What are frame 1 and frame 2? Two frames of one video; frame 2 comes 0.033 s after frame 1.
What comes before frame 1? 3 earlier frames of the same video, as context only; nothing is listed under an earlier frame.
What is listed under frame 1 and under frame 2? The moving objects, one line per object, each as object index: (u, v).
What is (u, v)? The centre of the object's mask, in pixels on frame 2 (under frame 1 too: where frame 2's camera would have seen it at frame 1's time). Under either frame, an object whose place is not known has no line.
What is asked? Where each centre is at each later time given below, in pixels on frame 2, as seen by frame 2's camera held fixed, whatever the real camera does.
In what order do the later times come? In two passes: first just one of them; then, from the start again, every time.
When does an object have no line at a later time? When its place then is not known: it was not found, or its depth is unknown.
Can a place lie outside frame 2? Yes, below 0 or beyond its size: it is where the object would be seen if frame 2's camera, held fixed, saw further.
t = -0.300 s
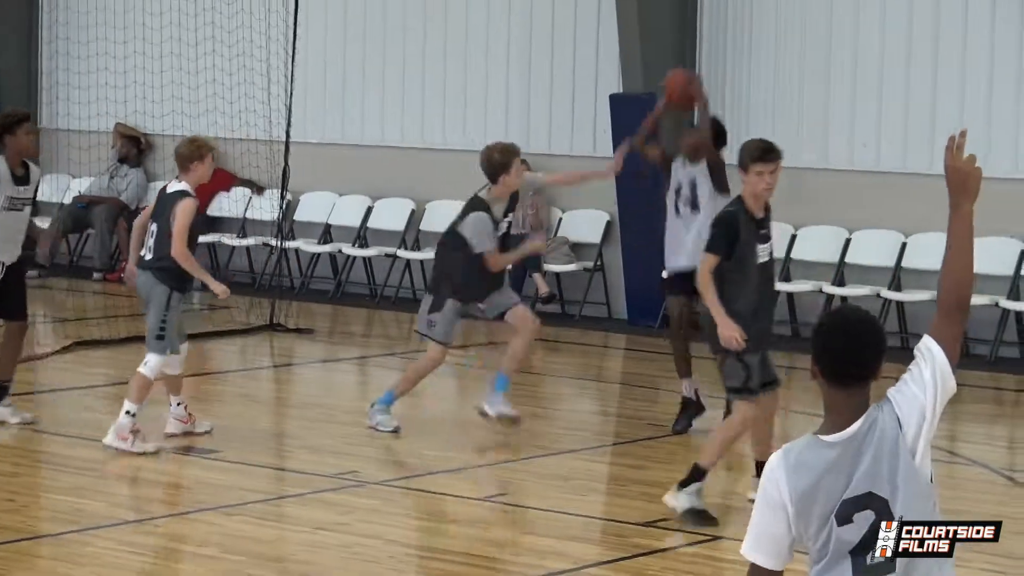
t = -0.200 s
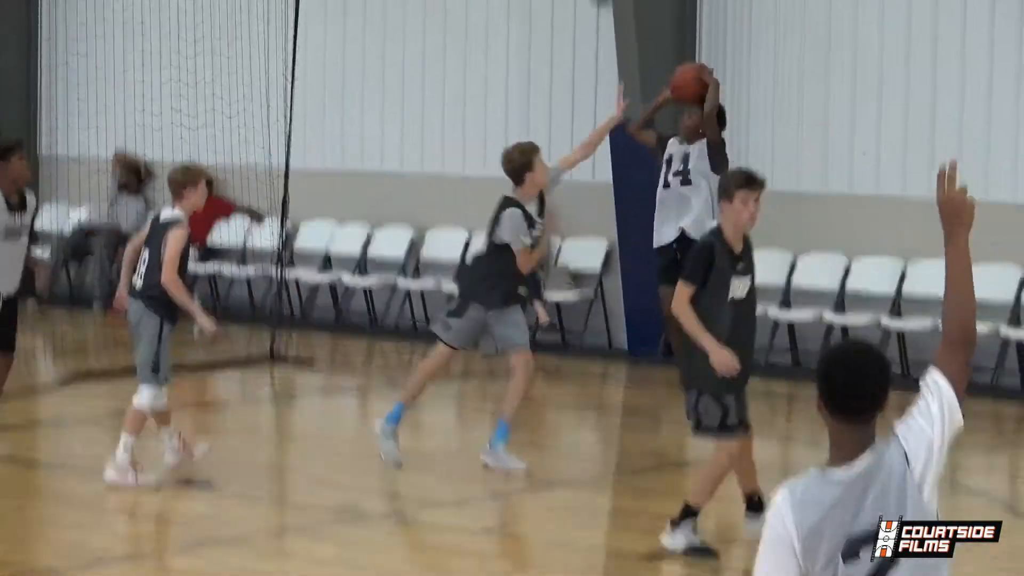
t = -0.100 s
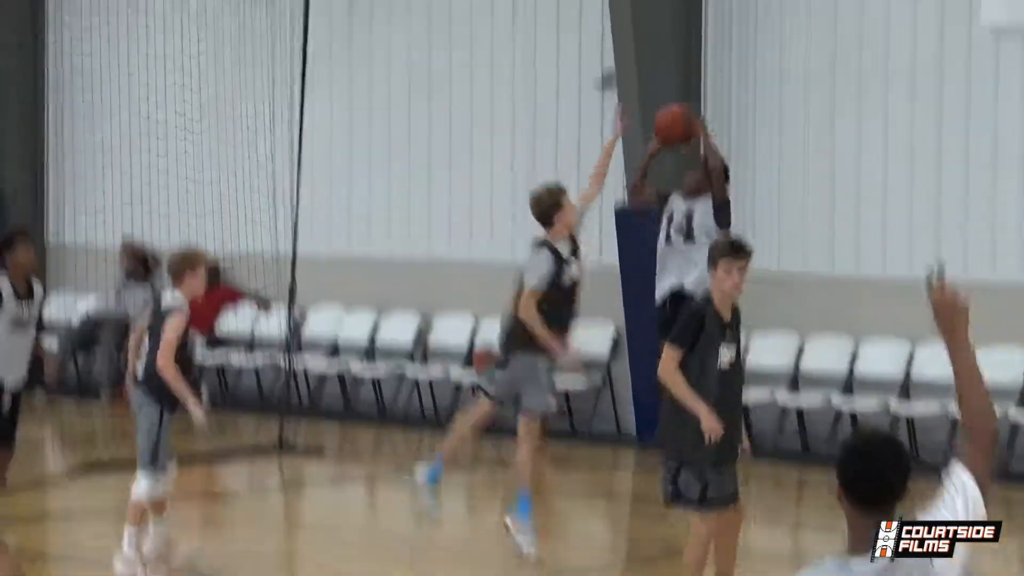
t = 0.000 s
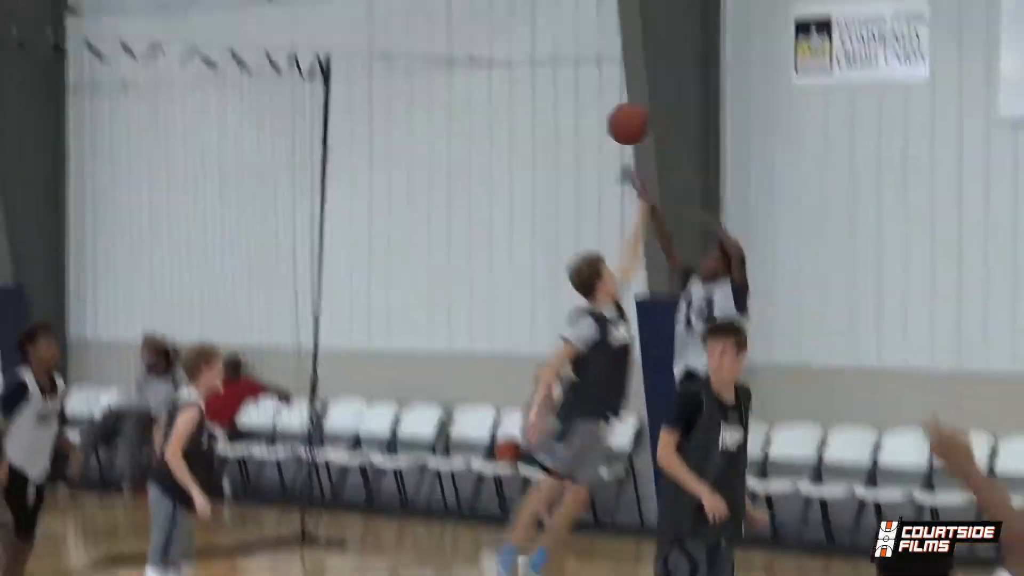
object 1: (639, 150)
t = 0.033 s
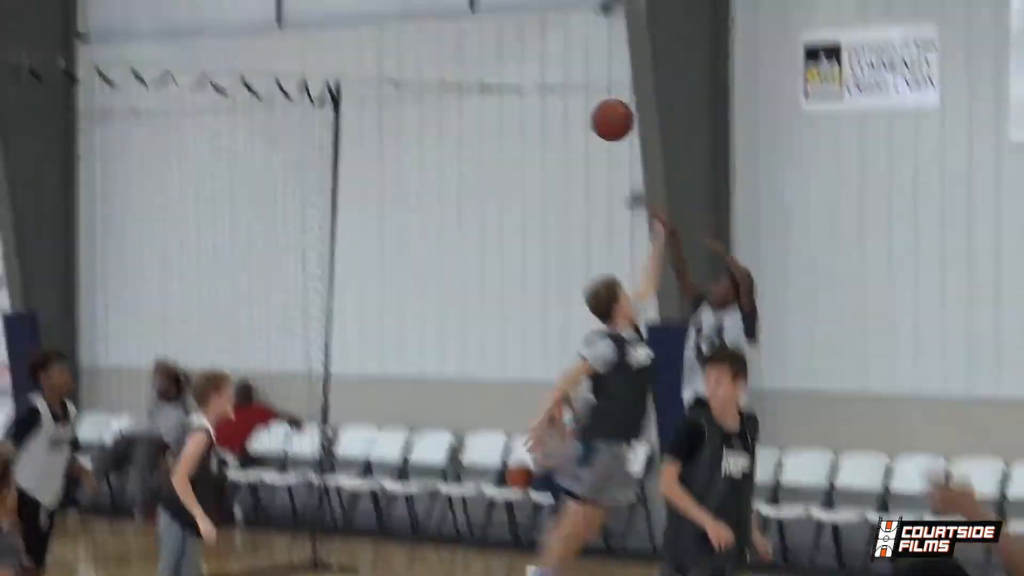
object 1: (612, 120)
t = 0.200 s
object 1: (480, -4)
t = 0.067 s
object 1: (586, 92)
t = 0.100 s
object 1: (560, 65)
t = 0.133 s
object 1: (533, 41)
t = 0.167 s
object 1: (507, 17)
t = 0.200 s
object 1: (480, -4)
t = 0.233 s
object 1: (453, -24)
